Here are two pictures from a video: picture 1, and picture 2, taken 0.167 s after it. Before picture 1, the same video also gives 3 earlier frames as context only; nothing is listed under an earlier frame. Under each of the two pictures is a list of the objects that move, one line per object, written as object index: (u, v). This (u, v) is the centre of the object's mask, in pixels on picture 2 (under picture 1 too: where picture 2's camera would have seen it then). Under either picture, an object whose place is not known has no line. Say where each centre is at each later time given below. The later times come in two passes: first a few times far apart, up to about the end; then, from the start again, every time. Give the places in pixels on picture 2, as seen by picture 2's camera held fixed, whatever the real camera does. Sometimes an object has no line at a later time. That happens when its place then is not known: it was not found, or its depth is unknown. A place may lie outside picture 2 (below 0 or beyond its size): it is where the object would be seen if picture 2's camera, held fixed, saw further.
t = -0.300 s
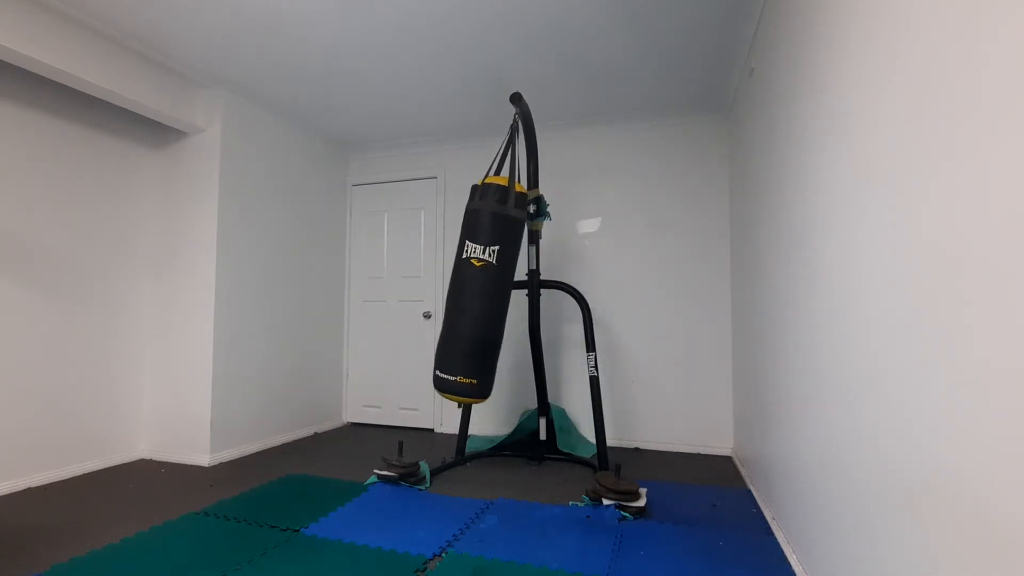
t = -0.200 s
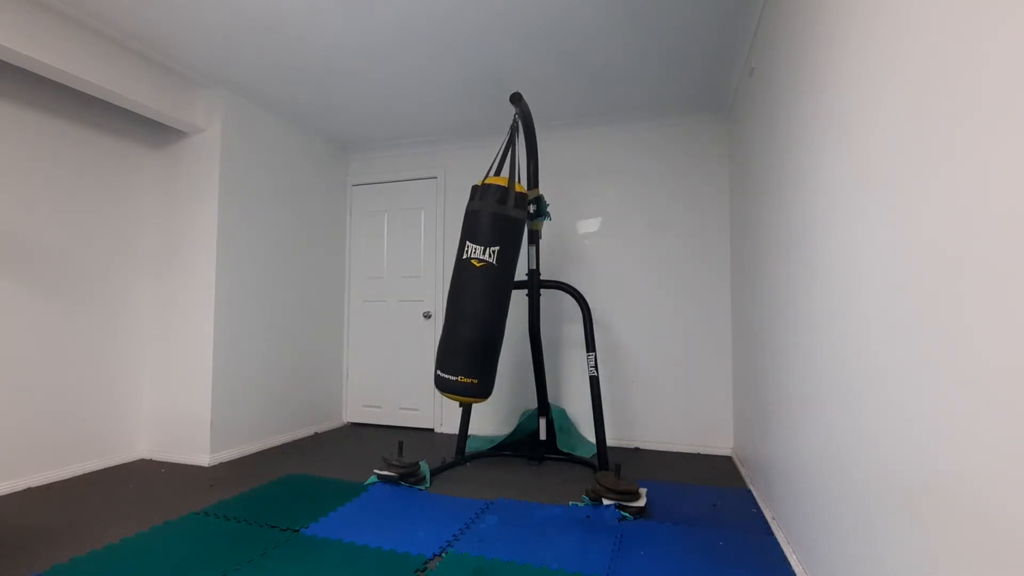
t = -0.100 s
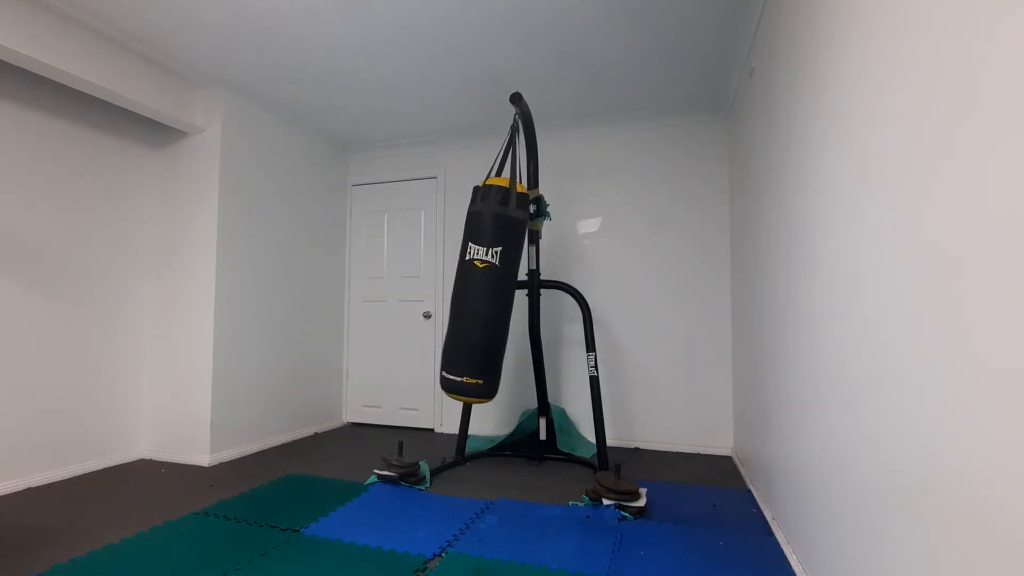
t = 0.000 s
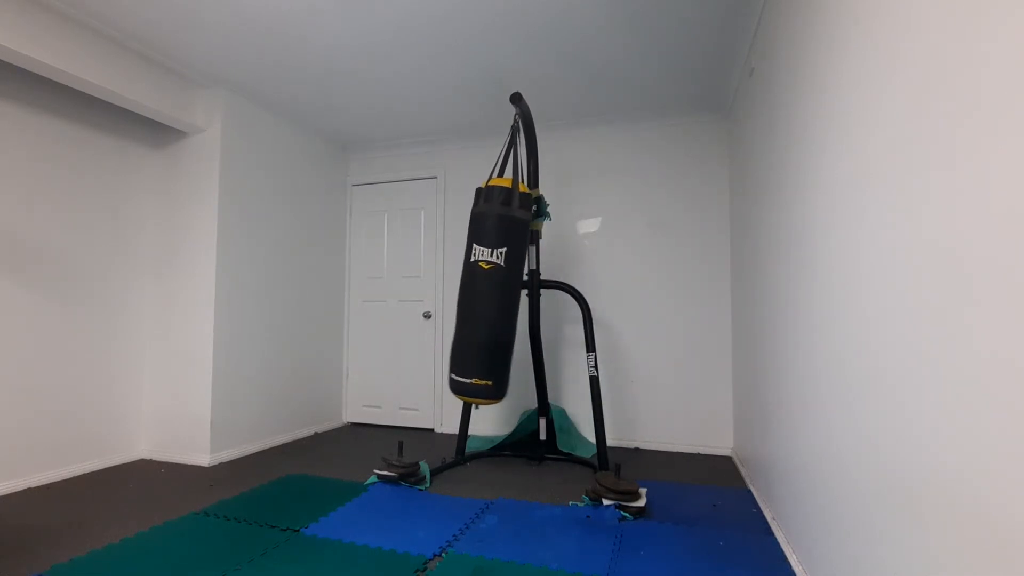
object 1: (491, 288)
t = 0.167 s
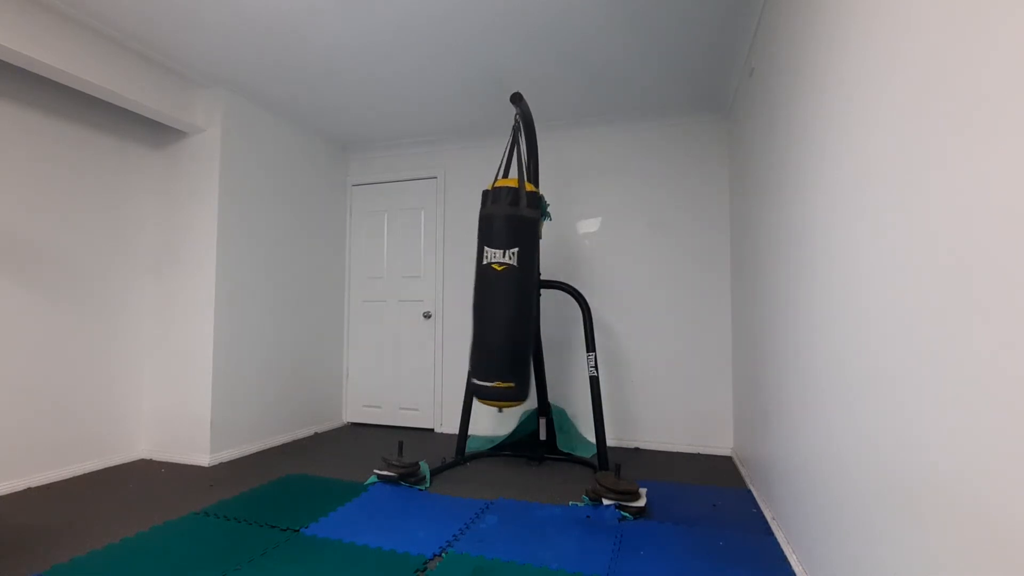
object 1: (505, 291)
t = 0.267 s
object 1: (516, 292)
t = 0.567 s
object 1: (546, 294)
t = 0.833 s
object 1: (560, 293)
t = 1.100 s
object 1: (551, 295)
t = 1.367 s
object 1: (525, 294)
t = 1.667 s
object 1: (494, 290)
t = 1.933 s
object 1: (482, 287)
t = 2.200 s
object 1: (489, 288)
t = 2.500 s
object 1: (515, 291)
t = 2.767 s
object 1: (542, 295)
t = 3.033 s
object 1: (557, 290)
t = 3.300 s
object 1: (553, 294)
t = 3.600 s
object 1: (525, 294)
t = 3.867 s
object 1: (498, 291)
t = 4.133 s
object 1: (484, 287)
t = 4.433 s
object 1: (490, 288)
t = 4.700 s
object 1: (512, 291)
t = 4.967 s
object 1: (538, 291)
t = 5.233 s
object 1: (556, 294)
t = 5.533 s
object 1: (551, 291)
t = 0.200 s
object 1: (509, 291)
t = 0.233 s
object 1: (512, 294)
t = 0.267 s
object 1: (516, 292)
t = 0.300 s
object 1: (519, 291)
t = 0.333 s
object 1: (523, 291)
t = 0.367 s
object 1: (526, 292)
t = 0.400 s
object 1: (530, 292)
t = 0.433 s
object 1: (533, 291)
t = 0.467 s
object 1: (537, 291)
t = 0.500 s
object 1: (540, 292)
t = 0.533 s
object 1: (543, 295)
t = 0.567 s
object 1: (546, 294)
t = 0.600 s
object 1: (549, 291)
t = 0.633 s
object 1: (551, 294)
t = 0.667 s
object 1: (554, 294)
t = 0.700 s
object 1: (556, 293)
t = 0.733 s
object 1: (557, 293)
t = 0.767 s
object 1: (559, 293)
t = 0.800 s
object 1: (560, 293)
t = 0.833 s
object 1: (560, 293)
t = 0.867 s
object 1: (560, 293)
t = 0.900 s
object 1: (560, 293)
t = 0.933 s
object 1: (559, 293)
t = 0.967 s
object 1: (558, 293)
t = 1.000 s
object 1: (557, 293)
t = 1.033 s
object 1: (555, 290)
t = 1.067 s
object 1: (554, 294)
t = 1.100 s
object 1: (551, 295)
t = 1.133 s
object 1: (548, 294)
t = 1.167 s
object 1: (545, 292)
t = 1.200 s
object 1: (543, 295)
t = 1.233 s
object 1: (539, 296)
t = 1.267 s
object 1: (536, 296)
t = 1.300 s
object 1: (532, 293)
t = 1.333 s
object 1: (528, 294)
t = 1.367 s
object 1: (525, 294)
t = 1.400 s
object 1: (521, 294)
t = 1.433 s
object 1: (517, 293)
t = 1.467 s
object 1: (514, 293)
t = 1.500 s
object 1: (510, 293)
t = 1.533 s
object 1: (507, 292)
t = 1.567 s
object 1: (504, 291)
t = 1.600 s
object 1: (500, 291)
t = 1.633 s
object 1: (497, 291)
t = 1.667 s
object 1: (494, 290)
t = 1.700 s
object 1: (492, 290)
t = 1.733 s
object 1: (489, 290)
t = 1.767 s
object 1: (488, 289)
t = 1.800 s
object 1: (486, 288)
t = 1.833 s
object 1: (485, 287)
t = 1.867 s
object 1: (484, 287)
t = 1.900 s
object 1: (483, 287)
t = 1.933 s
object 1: (482, 287)
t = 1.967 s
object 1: (482, 286)
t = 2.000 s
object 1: (483, 286)
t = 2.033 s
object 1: (483, 286)
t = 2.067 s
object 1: (484, 286)
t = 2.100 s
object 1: (485, 286)
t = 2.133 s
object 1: (486, 287)
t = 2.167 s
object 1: (488, 288)
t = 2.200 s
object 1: (489, 288)
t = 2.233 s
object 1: (492, 288)
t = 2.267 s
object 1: (494, 288)
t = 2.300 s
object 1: (496, 289)
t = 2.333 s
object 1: (499, 289)
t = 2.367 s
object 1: (502, 289)
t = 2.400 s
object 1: (505, 292)
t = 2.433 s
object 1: (509, 290)
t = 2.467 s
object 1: (512, 291)
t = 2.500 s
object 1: (515, 291)
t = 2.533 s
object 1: (519, 291)
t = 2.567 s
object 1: (522, 292)
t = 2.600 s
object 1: (526, 292)
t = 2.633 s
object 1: (529, 292)
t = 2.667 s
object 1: (532, 291)
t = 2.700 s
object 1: (536, 293)
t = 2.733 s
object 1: (539, 295)
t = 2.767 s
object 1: (542, 295)
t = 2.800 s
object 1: (545, 292)
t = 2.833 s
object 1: (547, 294)
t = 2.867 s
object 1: (549, 290)
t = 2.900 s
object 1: (552, 294)
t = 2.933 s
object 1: (553, 290)
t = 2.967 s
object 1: (555, 289)
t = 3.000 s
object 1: (556, 289)
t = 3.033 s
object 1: (557, 290)
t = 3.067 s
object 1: (558, 289)
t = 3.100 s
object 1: (558, 289)
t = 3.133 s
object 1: (558, 289)
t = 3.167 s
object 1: (557, 290)
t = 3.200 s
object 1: (556, 289)
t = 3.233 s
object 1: (555, 290)
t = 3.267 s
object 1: (554, 291)
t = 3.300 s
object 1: (553, 294)
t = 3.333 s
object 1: (550, 292)
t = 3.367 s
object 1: (547, 292)
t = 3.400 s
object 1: (545, 295)
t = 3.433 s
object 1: (542, 293)
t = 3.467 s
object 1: (539, 296)
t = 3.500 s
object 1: (535, 296)
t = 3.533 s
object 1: (532, 293)
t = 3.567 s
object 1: (528, 293)
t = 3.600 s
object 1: (525, 294)
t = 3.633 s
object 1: (521, 294)
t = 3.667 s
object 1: (517, 293)
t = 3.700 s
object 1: (514, 293)
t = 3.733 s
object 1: (511, 293)
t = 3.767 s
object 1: (507, 292)
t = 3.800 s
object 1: (504, 292)
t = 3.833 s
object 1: (501, 291)
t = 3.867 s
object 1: (498, 291)
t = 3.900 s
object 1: (495, 290)
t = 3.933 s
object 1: (493, 290)
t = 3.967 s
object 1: (490, 290)
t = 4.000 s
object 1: (488, 289)
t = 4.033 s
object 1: (487, 288)
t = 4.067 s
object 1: (486, 288)
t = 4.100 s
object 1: (485, 287)
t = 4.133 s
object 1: (484, 287)
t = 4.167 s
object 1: (484, 286)
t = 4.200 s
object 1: (483, 286)
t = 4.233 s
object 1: (484, 286)
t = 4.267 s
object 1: (484, 286)
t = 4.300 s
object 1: (485, 286)
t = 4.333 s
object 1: (486, 286)
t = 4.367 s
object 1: (487, 287)
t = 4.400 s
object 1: (488, 287)
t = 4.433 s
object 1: (490, 288)
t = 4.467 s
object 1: (492, 288)
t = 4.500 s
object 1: (494, 289)
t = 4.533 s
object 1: (497, 289)
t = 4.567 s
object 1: (500, 289)
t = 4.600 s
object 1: (503, 289)
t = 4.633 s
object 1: (506, 289)
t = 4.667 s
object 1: (508, 290)
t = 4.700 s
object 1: (512, 291)
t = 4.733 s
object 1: (515, 290)
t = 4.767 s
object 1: (518, 291)
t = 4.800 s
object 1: (521, 291)
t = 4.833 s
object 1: (525, 292)
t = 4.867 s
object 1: (528, 292)
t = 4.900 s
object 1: (531, 291)
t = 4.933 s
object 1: (535, 291)
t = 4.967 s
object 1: (538, 291)
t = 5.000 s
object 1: (541, 295)
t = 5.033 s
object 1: (544, 292)
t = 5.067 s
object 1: (546, 294)
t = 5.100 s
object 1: (549, 292)
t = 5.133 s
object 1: (551, 294)
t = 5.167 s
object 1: (553, 294)
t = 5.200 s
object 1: (555, 294)
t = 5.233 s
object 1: (556, 294)
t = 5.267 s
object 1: (557, 293)
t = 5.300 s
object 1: (557, 293)
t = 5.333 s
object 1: (558, 293)
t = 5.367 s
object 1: (557, 293)
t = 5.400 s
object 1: (557, 293)
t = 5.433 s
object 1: (555, 290)
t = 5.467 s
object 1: (554, 290)
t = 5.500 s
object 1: (554, 294)
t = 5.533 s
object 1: (551, 291)
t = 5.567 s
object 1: (549, 291)
